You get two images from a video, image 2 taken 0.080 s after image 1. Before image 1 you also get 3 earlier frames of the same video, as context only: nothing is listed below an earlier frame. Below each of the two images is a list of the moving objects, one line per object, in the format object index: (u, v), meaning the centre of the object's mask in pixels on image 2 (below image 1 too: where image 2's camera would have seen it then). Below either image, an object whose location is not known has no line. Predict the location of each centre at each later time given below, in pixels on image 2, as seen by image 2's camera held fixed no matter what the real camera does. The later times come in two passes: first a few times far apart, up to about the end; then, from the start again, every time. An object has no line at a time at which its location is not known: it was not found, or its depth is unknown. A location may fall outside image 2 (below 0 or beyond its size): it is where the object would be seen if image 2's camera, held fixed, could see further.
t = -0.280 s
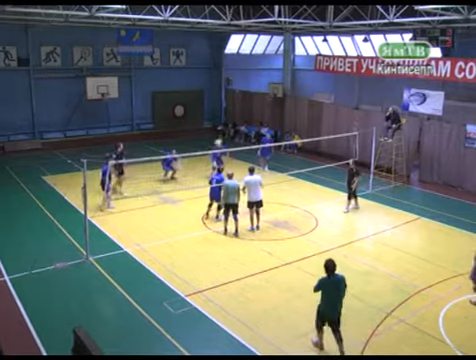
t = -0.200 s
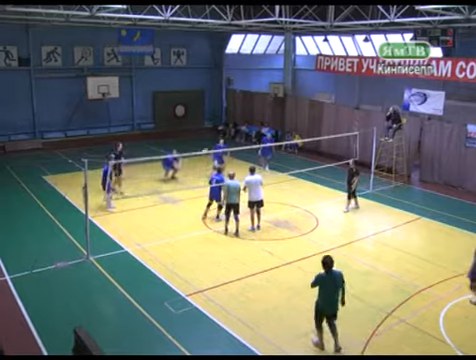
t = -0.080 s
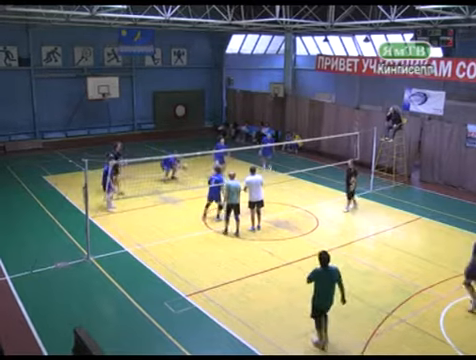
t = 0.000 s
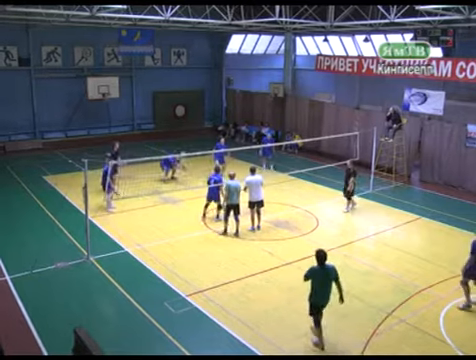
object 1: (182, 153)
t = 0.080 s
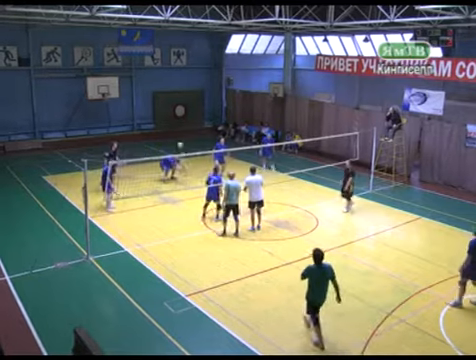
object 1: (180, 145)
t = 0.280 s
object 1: (173, 125)
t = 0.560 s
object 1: (163, 115)
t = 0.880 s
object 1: (151, 127)
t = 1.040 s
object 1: (145, 145)
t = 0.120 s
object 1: (179, 139)
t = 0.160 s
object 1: (177, 137)
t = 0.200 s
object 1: (176, 132)
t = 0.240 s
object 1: (174, 128)
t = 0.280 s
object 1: (173, 125)
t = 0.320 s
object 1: (172, 123)
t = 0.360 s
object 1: (171, 120)
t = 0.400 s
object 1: (169, 118)
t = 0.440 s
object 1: (167, 117)
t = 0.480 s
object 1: (166, 116)
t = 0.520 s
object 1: (164, 115)
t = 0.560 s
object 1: (163, 115)
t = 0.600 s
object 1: (161, 115)
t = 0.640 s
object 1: (160, 116)
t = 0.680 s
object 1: (158, 116)
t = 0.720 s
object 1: (156, 117)
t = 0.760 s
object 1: (155, 120)
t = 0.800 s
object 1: (154, 121)
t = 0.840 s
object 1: (152, 124)
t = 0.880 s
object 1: (151, 127)
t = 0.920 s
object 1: (149, 131)
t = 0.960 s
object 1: (148, 135)
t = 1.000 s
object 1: (146, 139)
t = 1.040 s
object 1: (145, 145)
